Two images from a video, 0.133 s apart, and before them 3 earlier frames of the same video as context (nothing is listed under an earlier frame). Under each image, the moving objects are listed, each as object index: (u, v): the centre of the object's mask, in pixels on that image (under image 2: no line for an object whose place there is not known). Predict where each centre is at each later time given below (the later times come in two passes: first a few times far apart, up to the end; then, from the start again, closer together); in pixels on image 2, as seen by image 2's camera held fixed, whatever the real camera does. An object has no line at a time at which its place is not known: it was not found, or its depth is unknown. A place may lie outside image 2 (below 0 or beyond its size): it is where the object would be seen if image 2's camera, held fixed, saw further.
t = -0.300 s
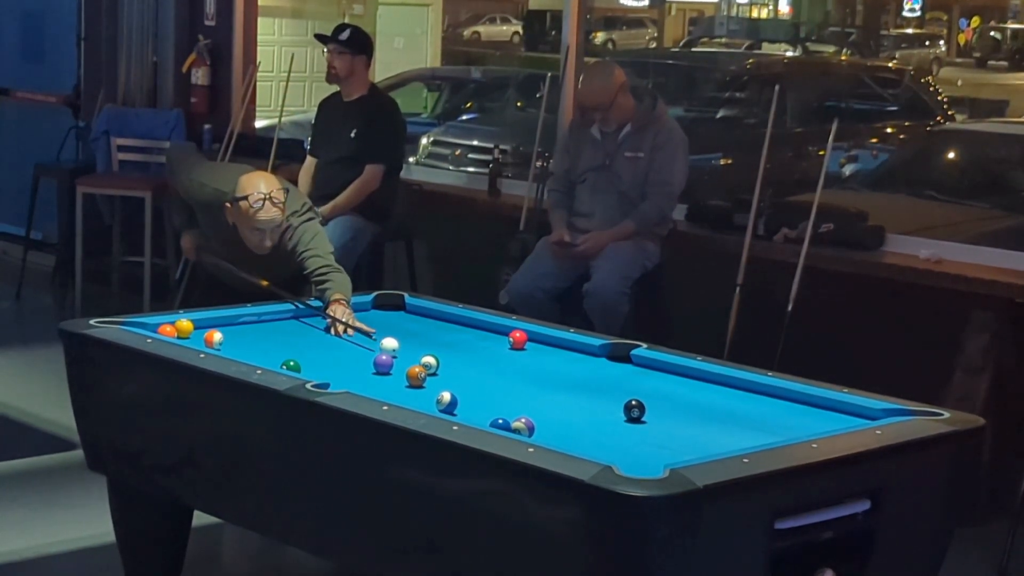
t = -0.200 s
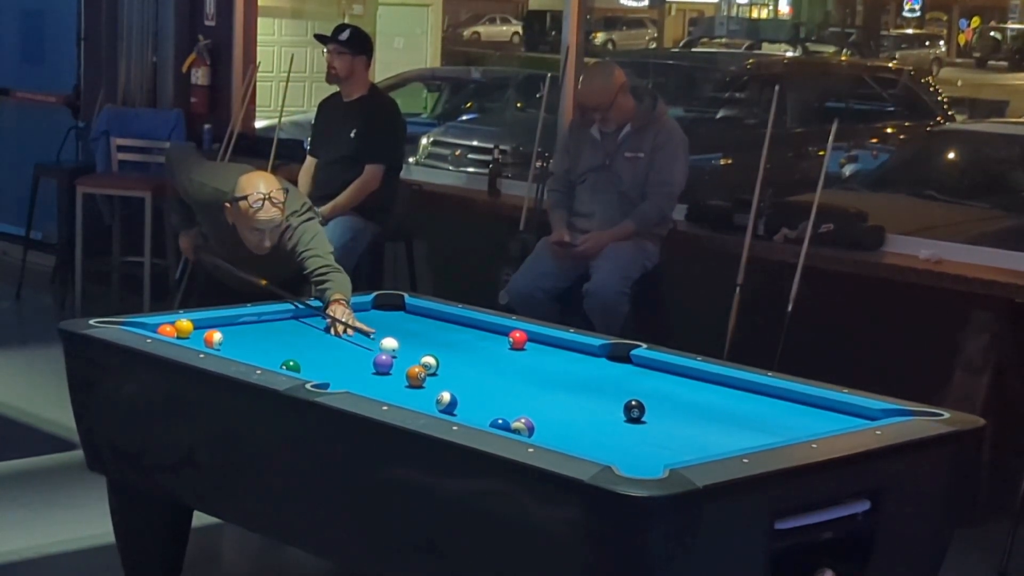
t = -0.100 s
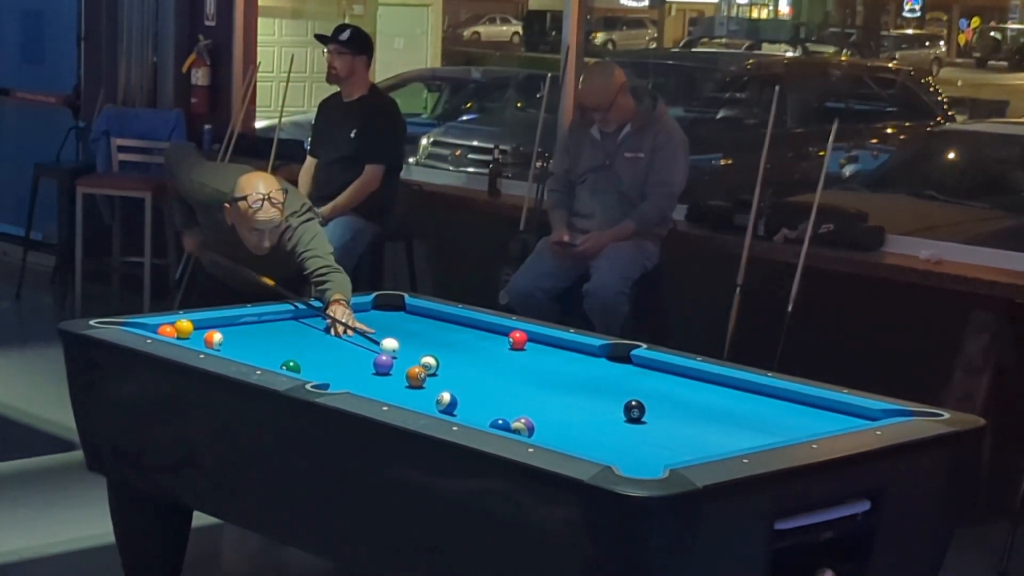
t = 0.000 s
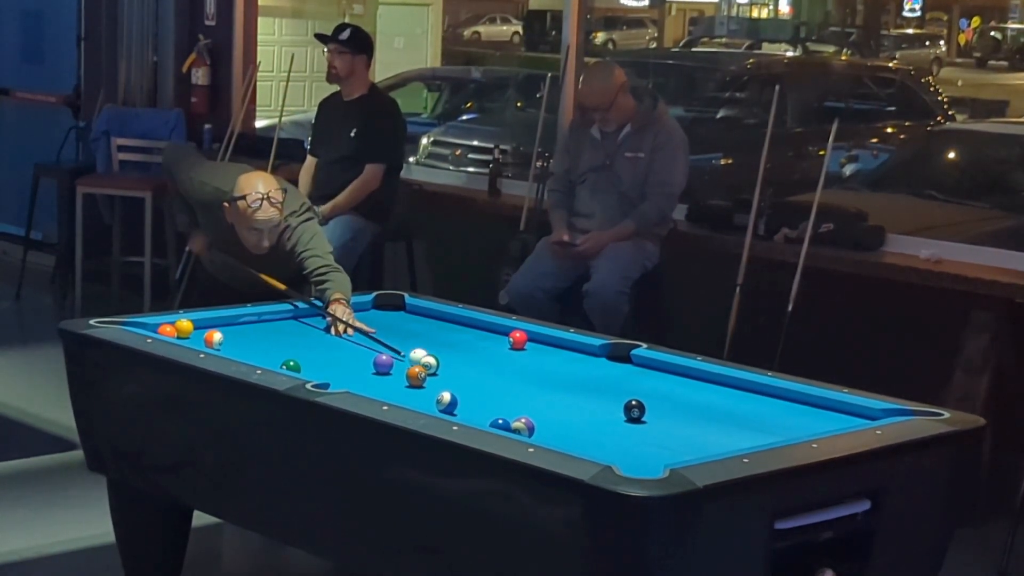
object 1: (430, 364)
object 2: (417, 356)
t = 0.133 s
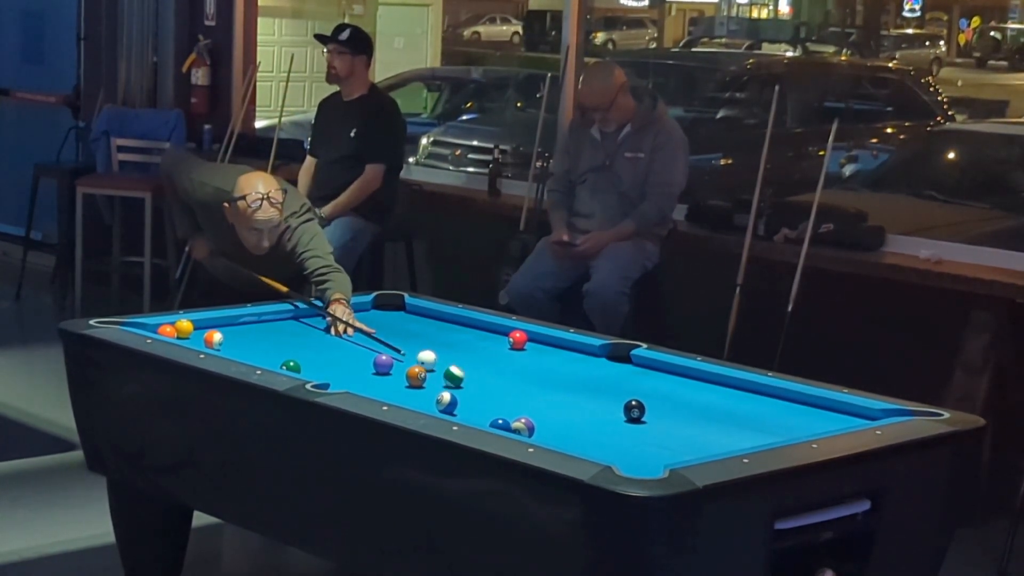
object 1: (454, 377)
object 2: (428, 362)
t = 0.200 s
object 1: (465, 382)
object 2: (430, 360)
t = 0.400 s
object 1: (499, 399)
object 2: (436, 360)
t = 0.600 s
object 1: (537, 417)
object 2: (443, 360)
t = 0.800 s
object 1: (574, 437)
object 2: (447, 360)
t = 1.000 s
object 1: (617, 456)
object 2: (451, 360)
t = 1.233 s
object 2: (454, 360)
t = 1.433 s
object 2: (455, 360)
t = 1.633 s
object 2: (455, 361)
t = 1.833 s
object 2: (455, 361)
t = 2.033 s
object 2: (455, 360)
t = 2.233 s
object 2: (455, 360)
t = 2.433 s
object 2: (455, 360)
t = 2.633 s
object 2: (455, 360)
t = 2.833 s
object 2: (455, 360)
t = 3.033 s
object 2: (455, 360)
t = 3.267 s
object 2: (455, 360)
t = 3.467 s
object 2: (455, 360)
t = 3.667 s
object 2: (455, 360)
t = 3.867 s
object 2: (455, 360)
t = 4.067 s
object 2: (455, 360)
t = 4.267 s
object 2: (455, 360)
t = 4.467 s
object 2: (454, 360)
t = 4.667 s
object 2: (454, 360)
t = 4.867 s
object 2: (455, 360)
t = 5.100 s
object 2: (454, 361)
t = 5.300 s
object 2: (454, 360)
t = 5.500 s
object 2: (455, 360)
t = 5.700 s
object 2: (455, 360)
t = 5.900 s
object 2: (454, 360)
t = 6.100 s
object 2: (454, 360)
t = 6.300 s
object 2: (454, 360)
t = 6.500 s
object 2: (454, 360)
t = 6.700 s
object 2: (454, 360)
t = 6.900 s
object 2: (454, 360)
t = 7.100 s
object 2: (454, 359)
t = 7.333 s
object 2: (454, 360)
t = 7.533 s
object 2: (454, 360)
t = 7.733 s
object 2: (454, 360)
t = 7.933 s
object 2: (455, 360)
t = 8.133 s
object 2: (455, 360)
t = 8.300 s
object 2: (455, 360)
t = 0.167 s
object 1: (460, 379)
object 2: (428, 359)
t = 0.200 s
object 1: (465, 382)
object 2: (430, 360)
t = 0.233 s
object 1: (470, 385)
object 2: (431, 360)
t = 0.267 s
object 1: (475, 388)
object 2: (432, 360)
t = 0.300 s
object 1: (481, 391)
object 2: (433, 360)
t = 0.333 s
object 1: (488, 394)
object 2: (434, 360)
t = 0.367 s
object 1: (493, 397)
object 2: (435, 360)
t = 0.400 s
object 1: (499, 399)
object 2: (436, 360)
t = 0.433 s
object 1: (504, 403)
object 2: (437, 360)
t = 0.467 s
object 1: (510, 406)
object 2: (439, 360)
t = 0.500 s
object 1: (517, 408)
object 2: (440, 360)
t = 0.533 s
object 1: (523, 409)
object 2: (441, 360)
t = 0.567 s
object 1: (530, 412)
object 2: (442, 360)
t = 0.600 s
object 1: (537, 417)
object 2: (443, 360)
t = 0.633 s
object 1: (542, 421)
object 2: (444, 360)
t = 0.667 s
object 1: (548, 424)
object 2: (444, 360)
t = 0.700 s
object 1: (554, 428)
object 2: (445, 360)
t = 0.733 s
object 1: (561, 431)
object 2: (446, 360)
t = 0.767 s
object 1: (567, 435)
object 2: (447, 360)
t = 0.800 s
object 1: (574, 437)
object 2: (447, 360)
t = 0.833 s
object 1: (581, 440)
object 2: (448, 360)
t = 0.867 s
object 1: (588, 443)
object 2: (449, 360)
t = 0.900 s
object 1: (595, 446)
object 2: (449, 360)
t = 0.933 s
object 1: (602, 450)
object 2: (450, 360)
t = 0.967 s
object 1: (609, 452)
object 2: (451, 360)
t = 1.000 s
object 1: (617, 456)
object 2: (451, 360)
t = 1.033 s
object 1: (624, 461)
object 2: (452, 360)
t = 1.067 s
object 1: (630, 464)
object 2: (452, 360)
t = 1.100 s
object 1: (637, 467)
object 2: (453, 360)
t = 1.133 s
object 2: (453, 360)
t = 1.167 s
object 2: (453, 360)
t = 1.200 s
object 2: (454, 360)
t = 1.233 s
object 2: (454, 360)
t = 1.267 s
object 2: (454, 360)
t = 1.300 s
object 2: (454, 360)
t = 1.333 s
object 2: (455, 360)
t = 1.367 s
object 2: (455, 360)
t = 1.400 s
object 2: (455, 360)
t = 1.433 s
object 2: (455, 360)
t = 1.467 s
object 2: (455, 360)
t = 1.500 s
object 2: (455, 360)
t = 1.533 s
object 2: (455, 360)
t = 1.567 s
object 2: (455, 360)
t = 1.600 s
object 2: (455, 360)
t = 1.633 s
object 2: (455, 361)
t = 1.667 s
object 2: (455, 360)
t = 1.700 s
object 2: (455, 360)
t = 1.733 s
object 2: (455, 360)
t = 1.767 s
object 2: (455, 360)
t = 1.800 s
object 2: (455, 361)
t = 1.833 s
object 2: (455, 361)
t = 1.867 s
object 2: (455, 360)
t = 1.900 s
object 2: (455, 360)
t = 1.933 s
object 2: (455, 360)
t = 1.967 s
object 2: (455, 360)
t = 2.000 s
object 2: (455, 360)
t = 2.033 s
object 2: (455, 360)
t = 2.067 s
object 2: (455, 360)
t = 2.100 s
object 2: (455, 360)
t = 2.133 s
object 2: (455, 360)
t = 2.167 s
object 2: (455, 360)
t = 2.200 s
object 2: (455, 360)
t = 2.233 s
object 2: (455, 360)
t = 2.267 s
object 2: (455, 360)
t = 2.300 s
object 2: (455, 360)
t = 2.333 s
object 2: (455, 360)
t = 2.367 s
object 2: (455, 360)
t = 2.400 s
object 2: (455, 360)
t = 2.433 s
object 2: (455, 360)
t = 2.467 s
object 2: (455, 360)
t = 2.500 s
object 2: (455, 360)
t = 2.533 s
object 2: (455, 360)
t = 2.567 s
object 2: (455, 360)
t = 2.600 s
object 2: (455, 360)
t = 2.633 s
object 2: (455, 360)
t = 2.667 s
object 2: (455, 360)
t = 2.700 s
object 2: (455, 360)
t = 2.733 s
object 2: (455, 360)
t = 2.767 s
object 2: (455, 360)
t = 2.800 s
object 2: (455, 360)
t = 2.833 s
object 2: (455, 360)
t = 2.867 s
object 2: (455, 360)
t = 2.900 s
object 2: (455, 360)
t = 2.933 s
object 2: (455, 360)
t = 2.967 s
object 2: (455, 360)
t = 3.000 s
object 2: (455, 360)
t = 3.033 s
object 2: (455, 360)
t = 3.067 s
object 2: (455, 360)
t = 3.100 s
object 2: (455, 360)
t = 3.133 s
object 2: (455, 360)
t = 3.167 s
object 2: (455, 360)
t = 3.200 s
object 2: (455, 360)
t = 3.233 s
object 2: (455, 360)
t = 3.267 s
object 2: (455, 360)
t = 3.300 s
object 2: (455, 360)
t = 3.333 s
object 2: (455, 360)
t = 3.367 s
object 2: (455, 360)
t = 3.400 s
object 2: (455, 360)
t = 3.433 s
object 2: (455, 360)
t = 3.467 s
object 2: (455, 360)
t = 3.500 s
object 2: (455, 360)
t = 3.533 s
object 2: (455, 360)
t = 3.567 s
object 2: (455, 360)
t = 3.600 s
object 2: (455, 360)
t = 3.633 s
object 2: (455, 360)
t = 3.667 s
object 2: (455, 360)
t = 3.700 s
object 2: (455, 360)
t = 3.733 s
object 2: (455, 360)
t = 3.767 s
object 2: (455, 360)
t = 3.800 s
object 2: (455, 360)
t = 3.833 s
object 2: (455, 360)
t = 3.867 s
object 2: (455, 360)
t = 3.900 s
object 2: (455, 360)
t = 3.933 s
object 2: (455, 360)
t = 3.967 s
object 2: (455, 360)
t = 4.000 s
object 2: (455, 360)
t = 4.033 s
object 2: (455, 360)
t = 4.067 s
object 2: (455, 360)
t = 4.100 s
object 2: (455, 360)
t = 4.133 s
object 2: (455, 360)
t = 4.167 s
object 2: (455, 360)
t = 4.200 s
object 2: (455, 360)
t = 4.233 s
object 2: (455, 360)
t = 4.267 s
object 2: (455, 360)
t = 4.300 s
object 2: (455, 360)
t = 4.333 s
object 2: (455, 360)
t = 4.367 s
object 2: (454, 360)
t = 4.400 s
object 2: (454, 360)
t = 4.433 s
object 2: (454, 360)
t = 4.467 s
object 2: (454, 360)
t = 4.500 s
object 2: (454, 360)
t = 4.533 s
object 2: (454, 360)
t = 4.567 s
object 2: (454, 360)
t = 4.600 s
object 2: (454, 360)
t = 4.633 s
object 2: (454, 360)
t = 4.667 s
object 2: (454, 360)
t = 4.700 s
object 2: (454, 360)
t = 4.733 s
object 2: (454, 361)
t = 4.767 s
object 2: (454, 360)
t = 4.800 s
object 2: (454, 360)
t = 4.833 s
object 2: (454, 360)
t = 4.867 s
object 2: (455, 360)
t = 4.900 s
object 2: (454, 360)
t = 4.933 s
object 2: (454, 360)
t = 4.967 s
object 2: (454, 360)
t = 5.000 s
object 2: (454, 360)
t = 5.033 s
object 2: (454, 360)
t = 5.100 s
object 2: (454, 361)
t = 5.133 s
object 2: (455, 360)
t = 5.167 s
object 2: (455, 360)
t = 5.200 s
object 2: (455, 360)
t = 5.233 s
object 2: (454, 360)
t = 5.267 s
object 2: (454, 361)
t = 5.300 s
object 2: (454, 360)
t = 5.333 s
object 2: (455, 360)
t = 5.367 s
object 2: (454, 360)
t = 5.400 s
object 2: (454, 361)
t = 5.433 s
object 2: (454, 360)
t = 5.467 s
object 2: (455, 360)
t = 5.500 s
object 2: (455, 360)
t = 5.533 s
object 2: (454, 360)
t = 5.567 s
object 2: (454, 361)
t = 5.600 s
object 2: (454, 361)
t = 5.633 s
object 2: (455, 360)
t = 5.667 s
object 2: (455, 360)
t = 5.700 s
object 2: (455, 360)
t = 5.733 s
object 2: (454, 360)
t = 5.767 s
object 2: (454, 360)
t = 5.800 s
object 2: (455, 360)
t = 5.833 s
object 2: (455, 360)
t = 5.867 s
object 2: (455, 360)
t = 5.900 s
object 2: (454, 360)
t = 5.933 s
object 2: (454, 360)
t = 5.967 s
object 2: (455, 360)
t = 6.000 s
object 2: (455, 360)
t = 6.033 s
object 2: (455, 360)
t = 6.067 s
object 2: (454, 360)
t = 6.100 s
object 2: (454, 360)
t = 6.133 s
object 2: (455, 360)
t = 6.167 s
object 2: (455, 360)
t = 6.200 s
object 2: (454, 360)
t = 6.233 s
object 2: (454, 360)
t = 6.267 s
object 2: (454, 360)
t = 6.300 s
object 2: (454, 360)
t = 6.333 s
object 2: (454, 360)
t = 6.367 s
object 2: (454, 360)
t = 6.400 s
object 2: (454, 360)
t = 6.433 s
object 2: (454, 360)
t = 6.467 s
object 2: (455, 360)
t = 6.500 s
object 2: (454, 360)
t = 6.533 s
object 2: (454, 360)
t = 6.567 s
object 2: (454, 360)
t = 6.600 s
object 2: (455, 360)
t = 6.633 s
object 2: (455, 360)
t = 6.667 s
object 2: (454, 360)
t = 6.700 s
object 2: (454, 360)
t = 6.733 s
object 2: (454, 360)
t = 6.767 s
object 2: (455, 360)
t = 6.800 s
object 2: (455, 360)
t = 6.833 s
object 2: (454, 360)
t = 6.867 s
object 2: (454, 360)
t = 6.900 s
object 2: (454, 360)
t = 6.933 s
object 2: (454, 360)
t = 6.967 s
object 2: (454, 360)
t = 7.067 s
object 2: (454, 360)
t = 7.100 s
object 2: (454, 359)
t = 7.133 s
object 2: (454, 360)
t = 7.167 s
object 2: (454, 360)
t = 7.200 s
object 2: (454, 360)
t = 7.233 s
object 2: (454, 360)
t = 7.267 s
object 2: (454, 360)
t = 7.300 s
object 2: (455, 360)
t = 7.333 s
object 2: (454, 360)
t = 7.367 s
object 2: (454, 360)
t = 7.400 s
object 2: (454, 359)
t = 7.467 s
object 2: (455, 359)
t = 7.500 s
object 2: (454, 360)
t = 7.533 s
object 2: (454, 360)
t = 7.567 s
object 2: (454, 360)
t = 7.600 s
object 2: (455, 360)
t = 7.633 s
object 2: (455, 360)
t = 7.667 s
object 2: (454, 360)
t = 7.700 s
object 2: (454, 360)
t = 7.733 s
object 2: (454, 360)
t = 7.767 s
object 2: (455, 360)
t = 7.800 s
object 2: (455, 360)
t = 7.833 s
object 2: (454, 360)
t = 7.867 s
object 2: (454, 360)
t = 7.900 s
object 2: (454, 360)
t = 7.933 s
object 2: (455, 360)
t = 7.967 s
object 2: (455, 360)
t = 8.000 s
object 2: (455, 360)
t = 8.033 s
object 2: (454, 360)
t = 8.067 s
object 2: (454, 360)
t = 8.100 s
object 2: (455, 360)
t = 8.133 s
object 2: (455, 360)
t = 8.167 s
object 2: (454, 361)
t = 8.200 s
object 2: (454, 360)
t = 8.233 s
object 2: (454, 360)
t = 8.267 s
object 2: (455, 360)
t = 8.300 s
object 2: (455, 360)
